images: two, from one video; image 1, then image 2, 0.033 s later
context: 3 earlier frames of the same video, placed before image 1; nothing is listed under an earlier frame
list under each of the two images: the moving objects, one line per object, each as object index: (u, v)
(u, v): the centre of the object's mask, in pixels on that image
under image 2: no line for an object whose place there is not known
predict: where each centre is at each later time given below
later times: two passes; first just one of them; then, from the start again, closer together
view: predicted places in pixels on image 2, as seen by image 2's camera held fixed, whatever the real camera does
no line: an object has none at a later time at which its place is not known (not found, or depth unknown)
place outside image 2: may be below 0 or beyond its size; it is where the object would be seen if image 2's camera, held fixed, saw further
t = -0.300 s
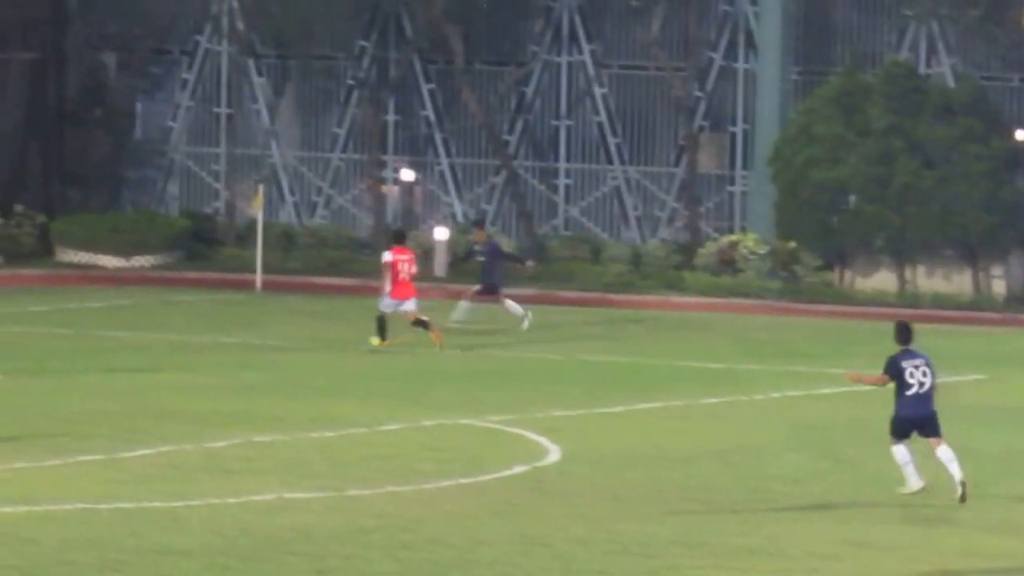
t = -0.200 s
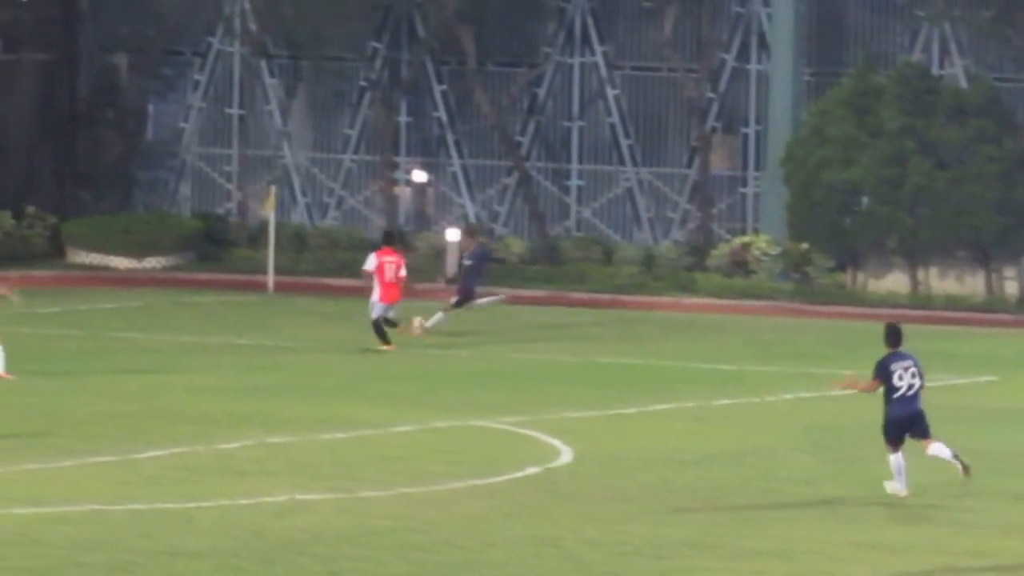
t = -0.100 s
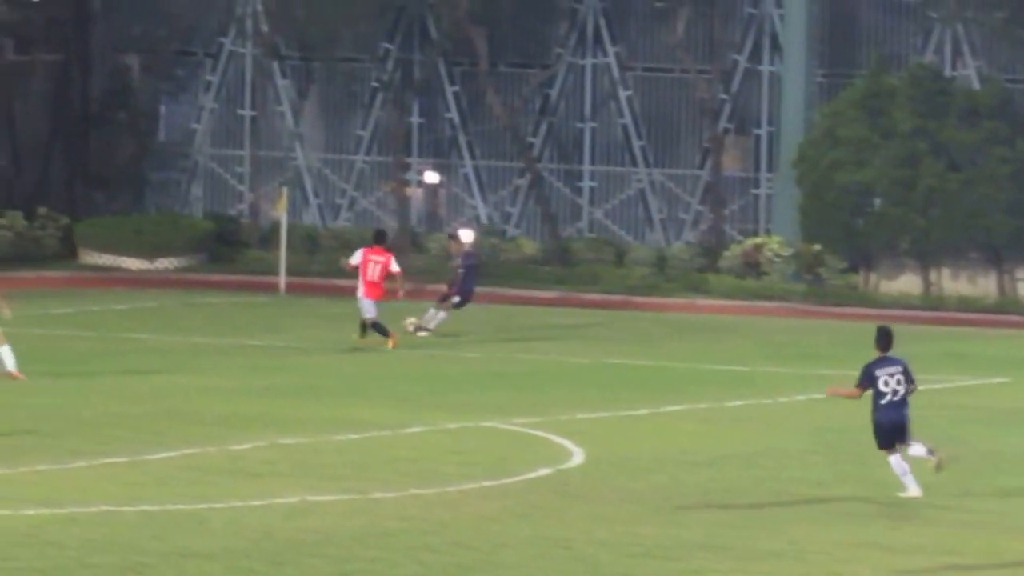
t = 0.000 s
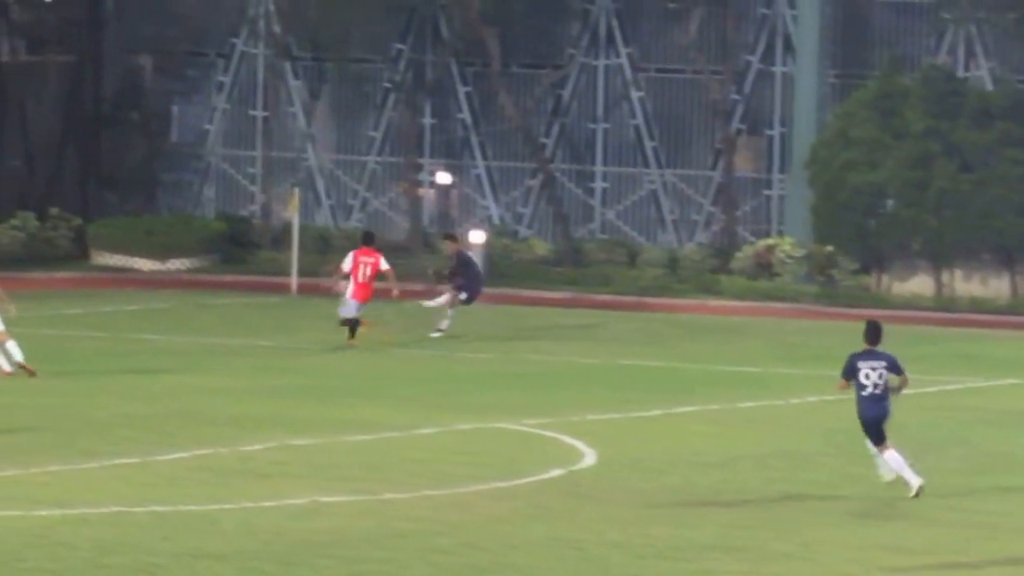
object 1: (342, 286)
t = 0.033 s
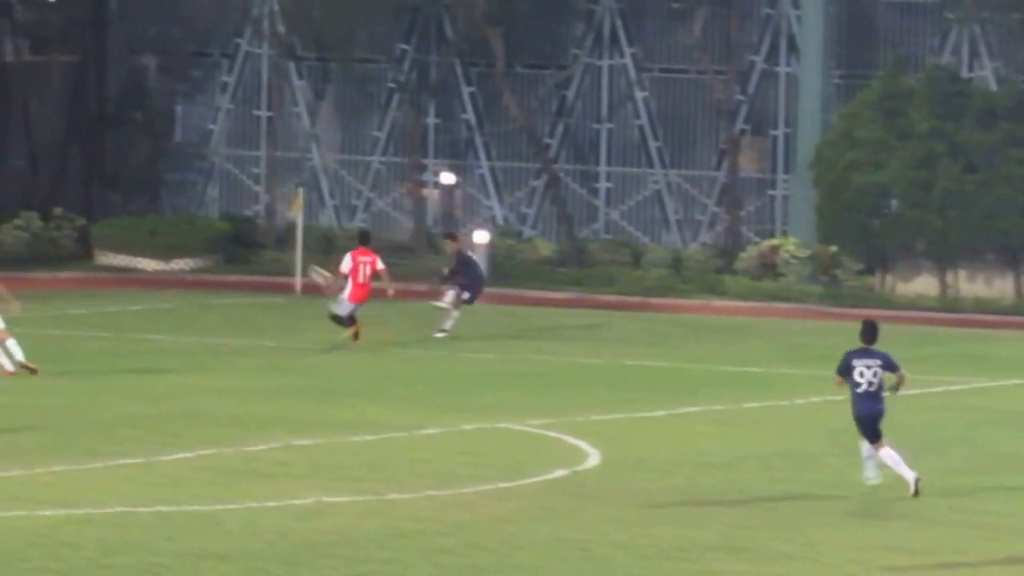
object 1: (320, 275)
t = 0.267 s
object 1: (129, 207)
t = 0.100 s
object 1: (265, 254)
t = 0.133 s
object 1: (238, 244)
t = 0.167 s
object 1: (211, 233)
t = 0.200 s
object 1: (184, 224)
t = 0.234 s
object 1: (157, 215)
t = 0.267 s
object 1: (129, 207)
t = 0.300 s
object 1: (103, 201)
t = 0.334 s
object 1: (83, 194)
